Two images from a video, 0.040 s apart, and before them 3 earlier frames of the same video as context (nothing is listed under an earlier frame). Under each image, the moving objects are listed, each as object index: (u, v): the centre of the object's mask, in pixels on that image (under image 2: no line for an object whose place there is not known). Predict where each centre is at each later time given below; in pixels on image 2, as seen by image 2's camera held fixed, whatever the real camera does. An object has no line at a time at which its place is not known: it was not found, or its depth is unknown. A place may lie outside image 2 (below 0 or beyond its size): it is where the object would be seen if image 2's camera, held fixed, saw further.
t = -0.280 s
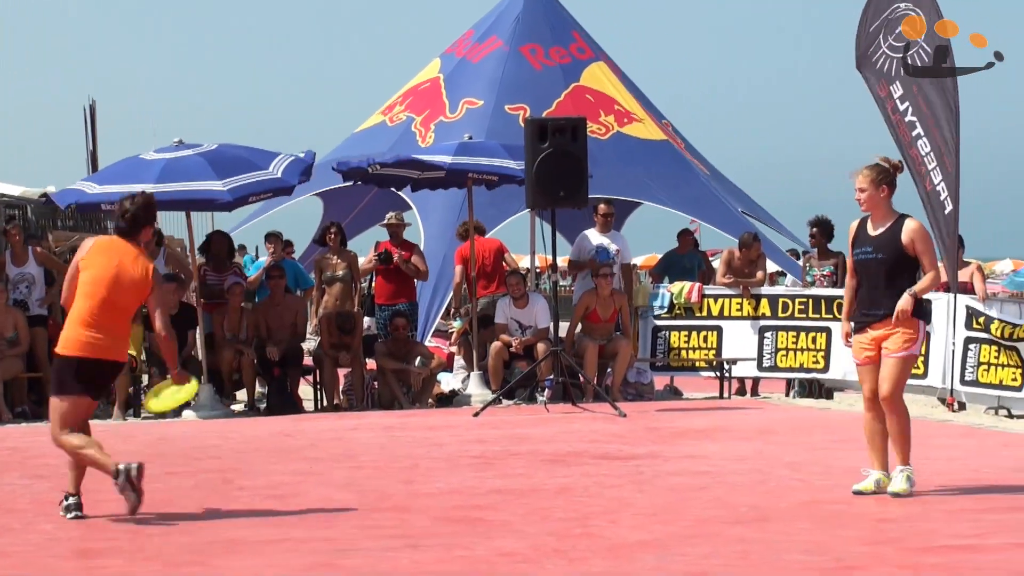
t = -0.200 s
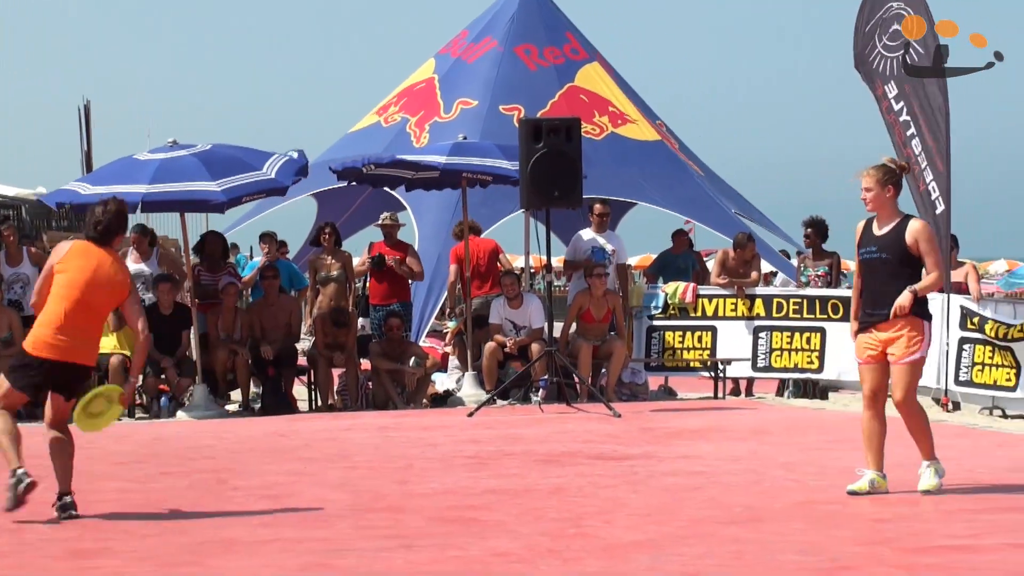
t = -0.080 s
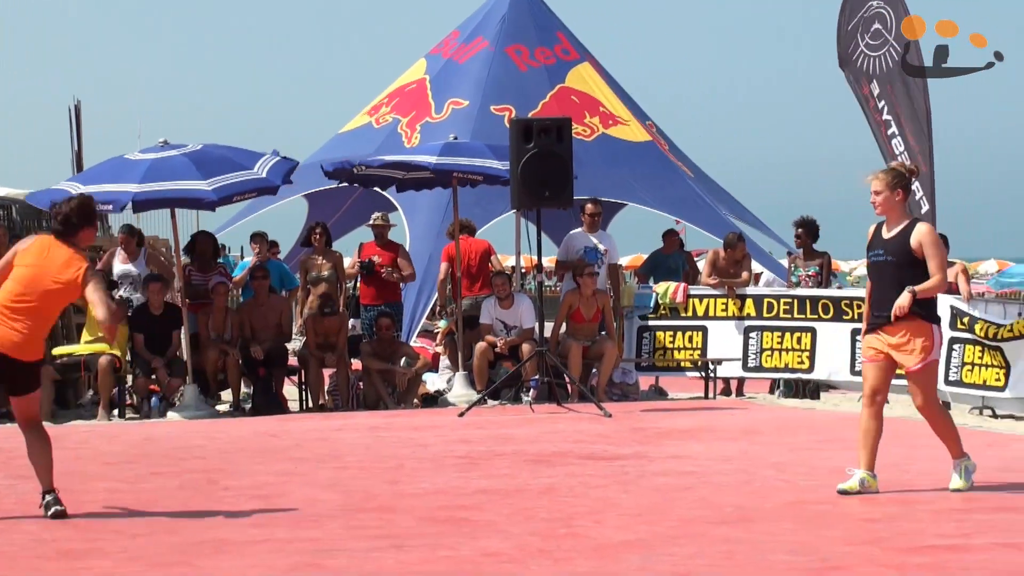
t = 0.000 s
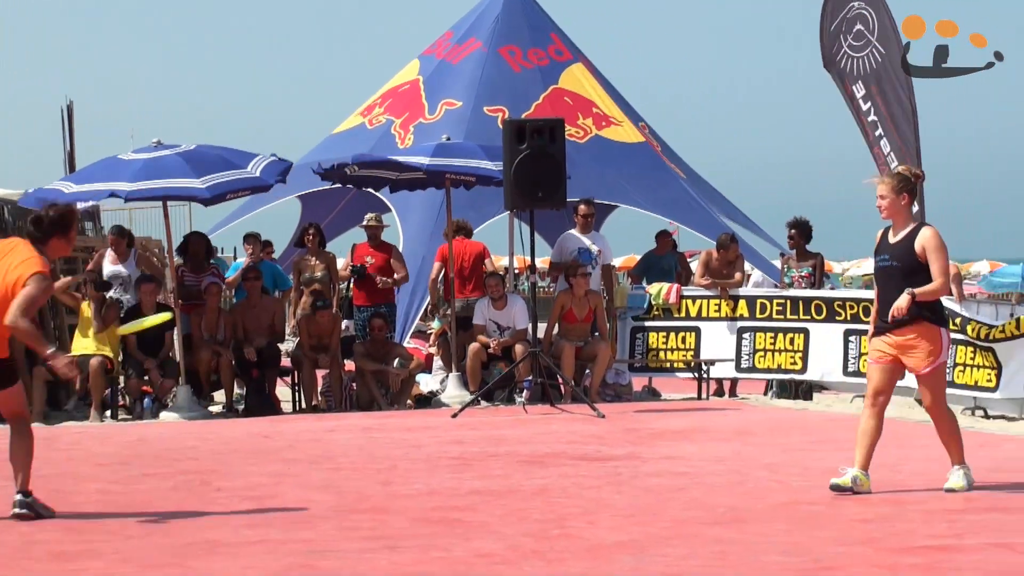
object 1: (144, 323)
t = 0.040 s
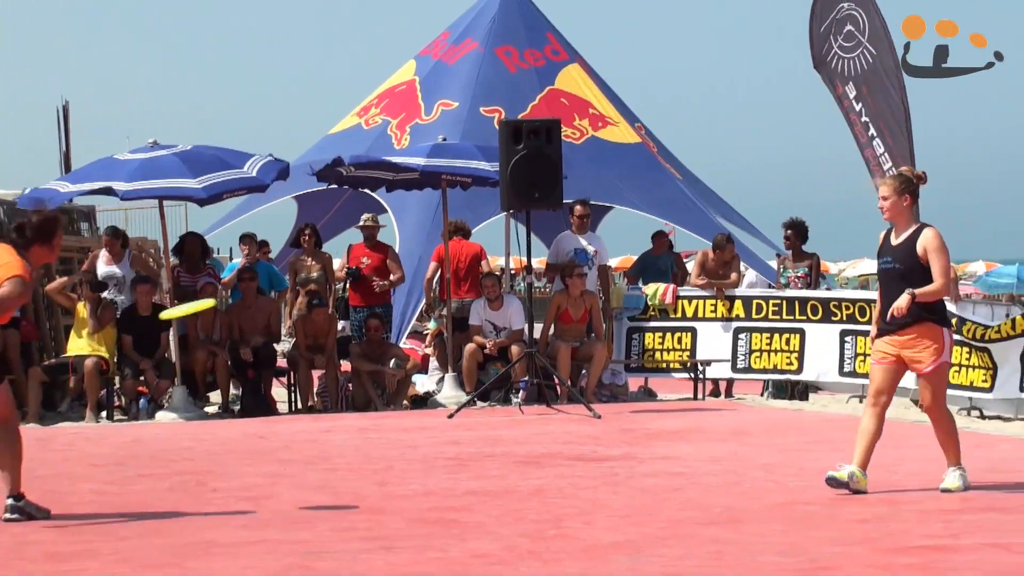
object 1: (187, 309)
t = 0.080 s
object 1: (233, 297)
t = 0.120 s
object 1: (277, 287)
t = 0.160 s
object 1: (318, 279)
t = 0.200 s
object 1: (355, 271)
